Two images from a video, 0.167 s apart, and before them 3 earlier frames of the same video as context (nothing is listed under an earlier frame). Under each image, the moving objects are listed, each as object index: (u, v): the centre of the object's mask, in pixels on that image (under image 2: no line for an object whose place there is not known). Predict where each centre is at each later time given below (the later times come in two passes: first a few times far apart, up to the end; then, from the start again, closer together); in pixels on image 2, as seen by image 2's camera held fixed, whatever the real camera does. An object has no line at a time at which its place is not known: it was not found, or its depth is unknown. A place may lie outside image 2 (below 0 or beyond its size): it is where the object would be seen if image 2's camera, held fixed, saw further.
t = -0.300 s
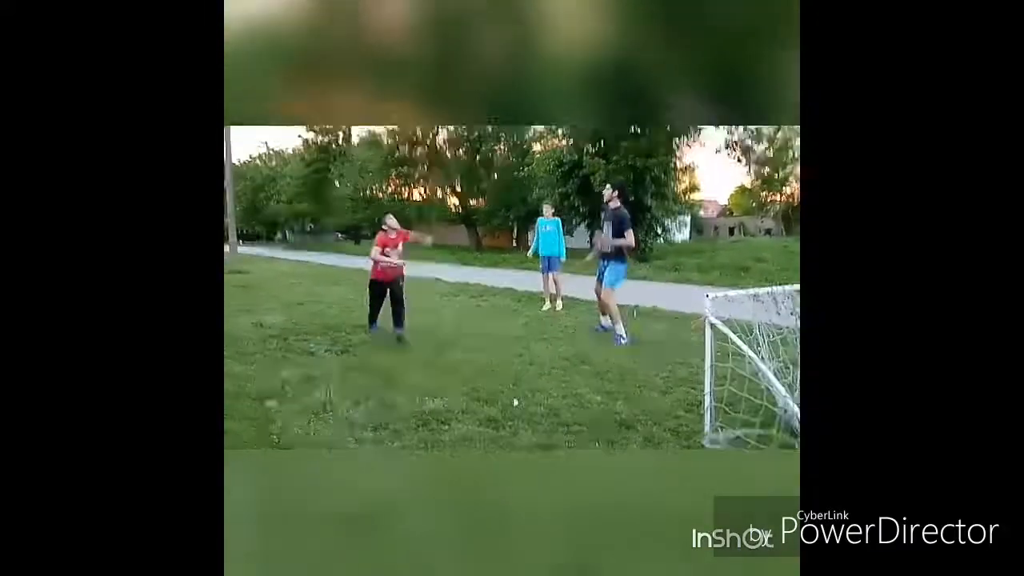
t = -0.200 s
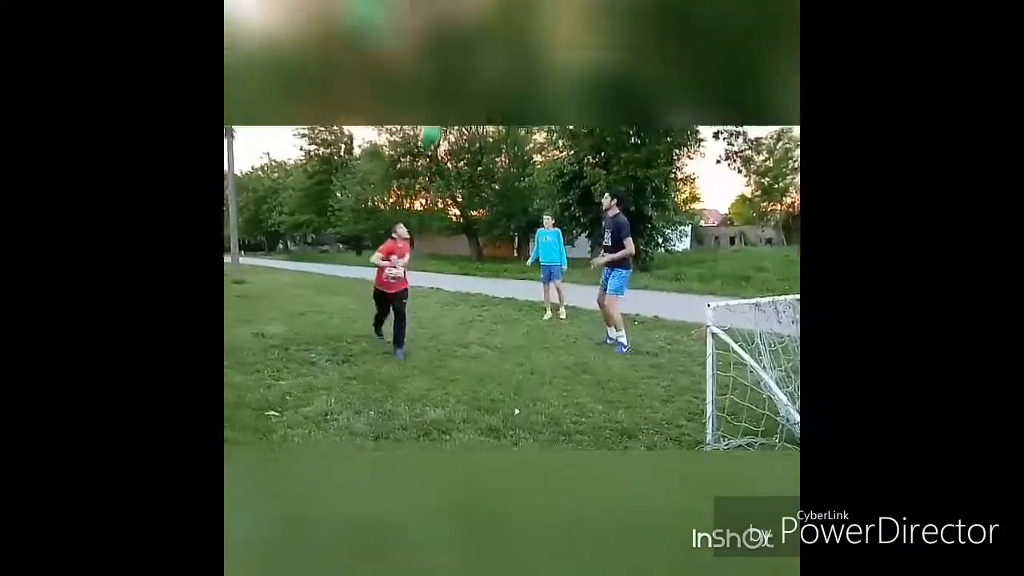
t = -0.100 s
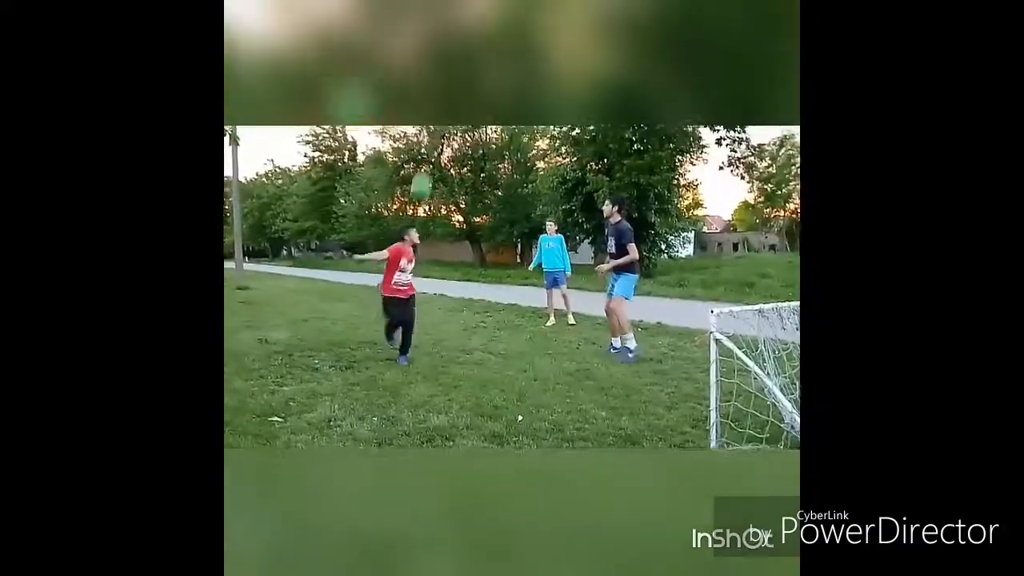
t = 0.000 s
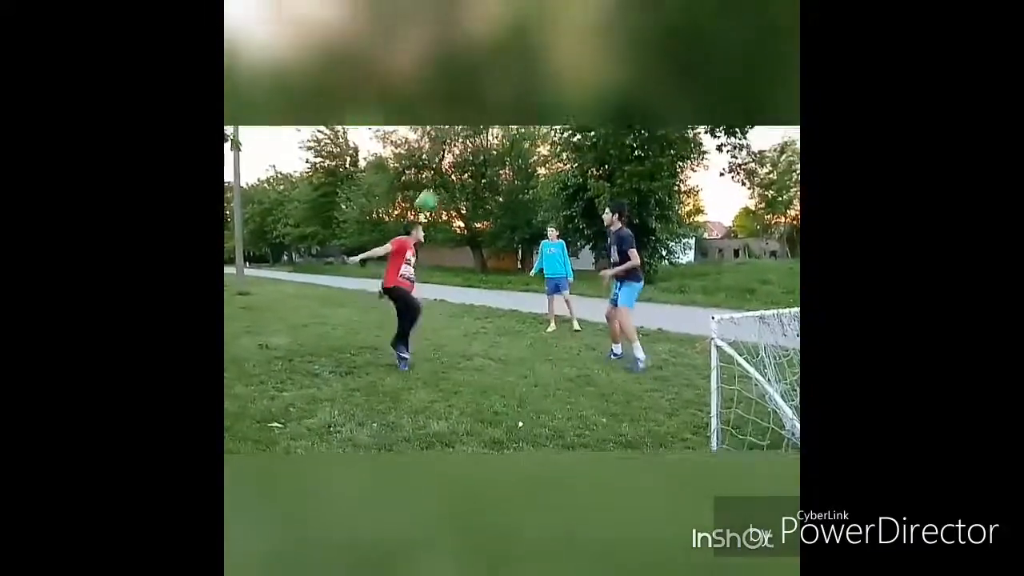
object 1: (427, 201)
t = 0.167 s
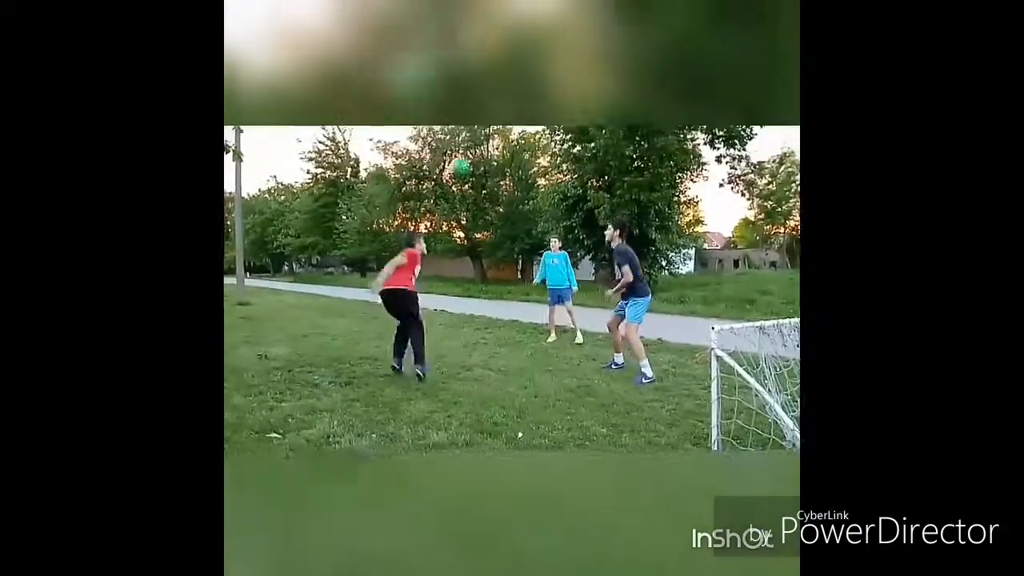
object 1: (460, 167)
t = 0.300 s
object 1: (481, 150)
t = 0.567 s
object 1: (522, 159)
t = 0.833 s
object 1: (555, 217)
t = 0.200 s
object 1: (465, 161)
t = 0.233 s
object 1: (472, 156)
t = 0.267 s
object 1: (477, 152)
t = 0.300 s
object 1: (481, 150)
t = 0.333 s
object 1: (487, 147)
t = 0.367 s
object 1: (491, 146)
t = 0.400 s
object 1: (498, 146)
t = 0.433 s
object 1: (503, 147)
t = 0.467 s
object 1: (508, 149)
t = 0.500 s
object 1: (513, 151)
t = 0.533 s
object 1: (518, 154)
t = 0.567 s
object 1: (522, 159)
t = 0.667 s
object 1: (534, 175)
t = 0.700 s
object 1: (539, 183)
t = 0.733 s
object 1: (543, 188)
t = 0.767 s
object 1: (547, 199)
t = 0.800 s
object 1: (551, 206)
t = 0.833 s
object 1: (555, 217)
